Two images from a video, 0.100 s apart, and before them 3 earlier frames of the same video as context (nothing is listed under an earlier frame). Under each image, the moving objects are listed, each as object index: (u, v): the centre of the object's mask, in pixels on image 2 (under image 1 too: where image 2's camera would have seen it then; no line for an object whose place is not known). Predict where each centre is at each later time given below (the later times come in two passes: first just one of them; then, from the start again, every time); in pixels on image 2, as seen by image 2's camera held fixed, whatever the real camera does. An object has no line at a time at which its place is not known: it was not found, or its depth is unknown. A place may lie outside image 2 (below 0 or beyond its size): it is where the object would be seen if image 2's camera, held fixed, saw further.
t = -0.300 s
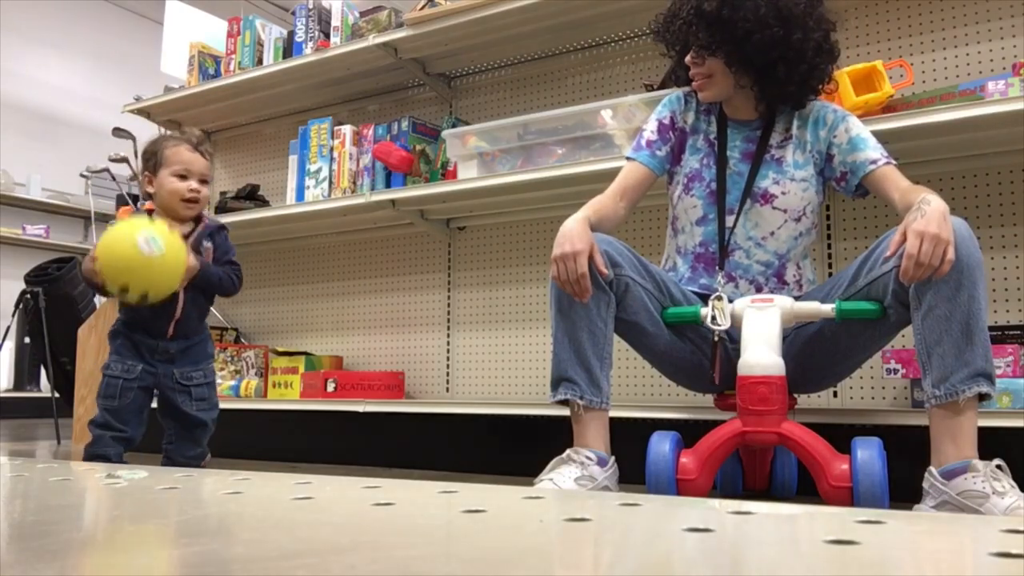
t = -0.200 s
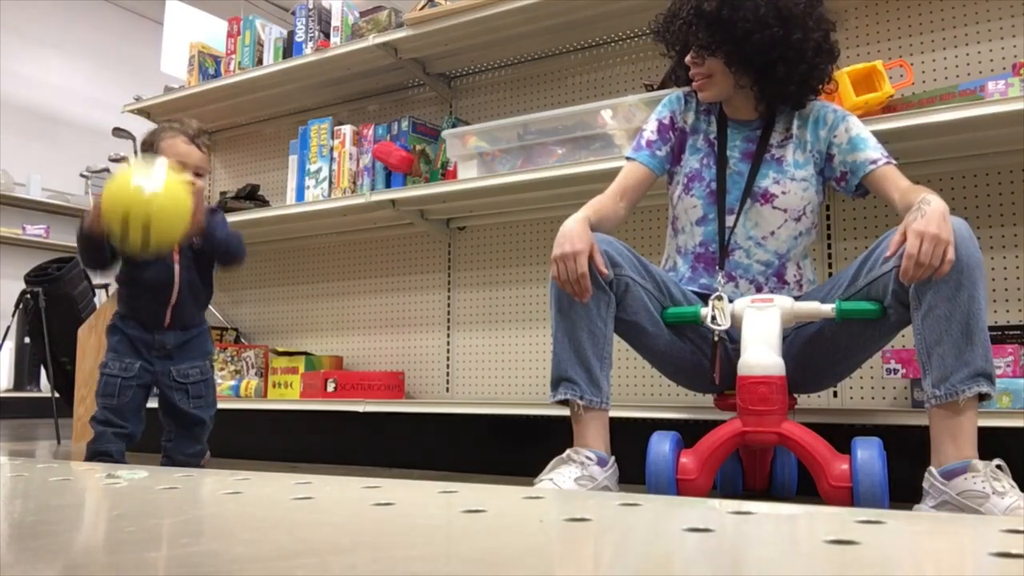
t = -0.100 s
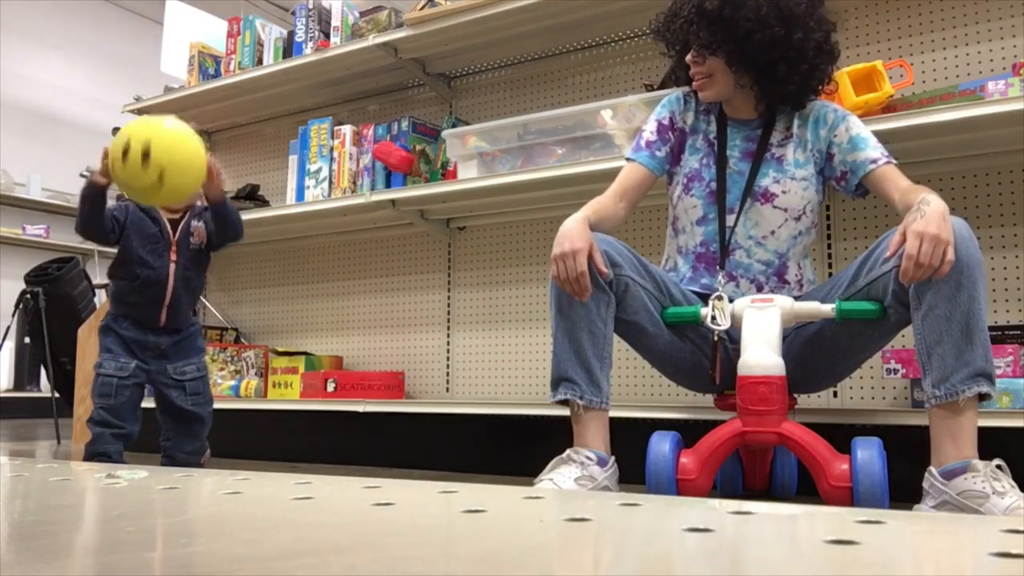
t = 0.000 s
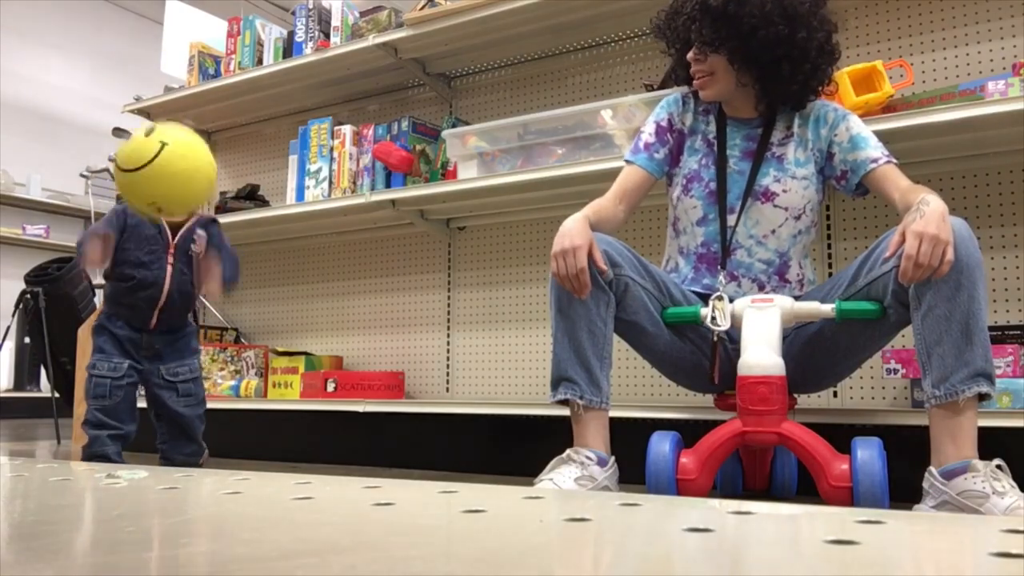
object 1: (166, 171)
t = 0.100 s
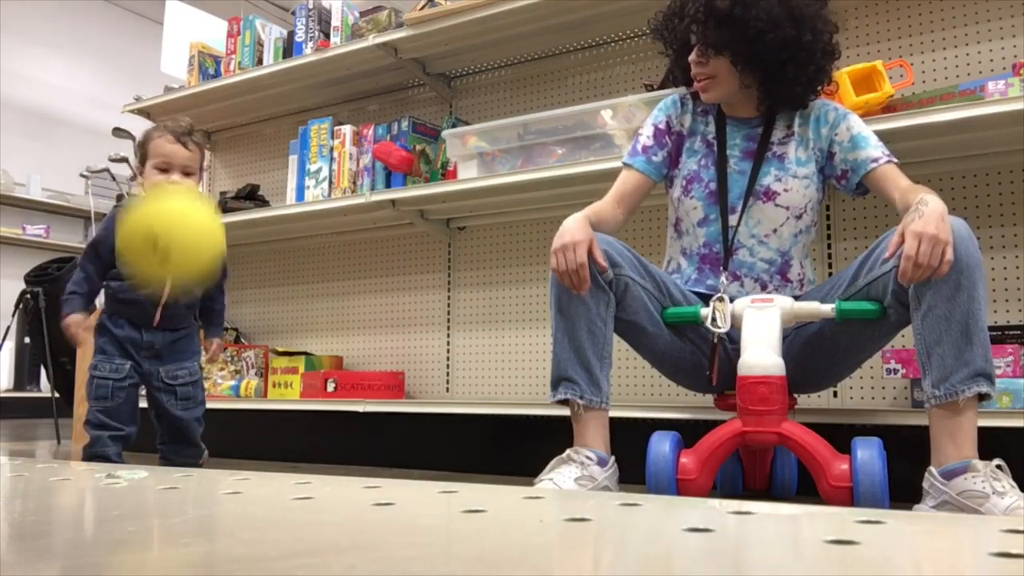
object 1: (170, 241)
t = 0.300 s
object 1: (183, 400)
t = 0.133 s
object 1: (171, 274)
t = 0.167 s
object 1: (172, 316)
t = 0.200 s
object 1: (171, 371)
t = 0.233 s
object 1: (173, 417)
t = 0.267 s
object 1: (180, 430)
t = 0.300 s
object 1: (183, 400)
